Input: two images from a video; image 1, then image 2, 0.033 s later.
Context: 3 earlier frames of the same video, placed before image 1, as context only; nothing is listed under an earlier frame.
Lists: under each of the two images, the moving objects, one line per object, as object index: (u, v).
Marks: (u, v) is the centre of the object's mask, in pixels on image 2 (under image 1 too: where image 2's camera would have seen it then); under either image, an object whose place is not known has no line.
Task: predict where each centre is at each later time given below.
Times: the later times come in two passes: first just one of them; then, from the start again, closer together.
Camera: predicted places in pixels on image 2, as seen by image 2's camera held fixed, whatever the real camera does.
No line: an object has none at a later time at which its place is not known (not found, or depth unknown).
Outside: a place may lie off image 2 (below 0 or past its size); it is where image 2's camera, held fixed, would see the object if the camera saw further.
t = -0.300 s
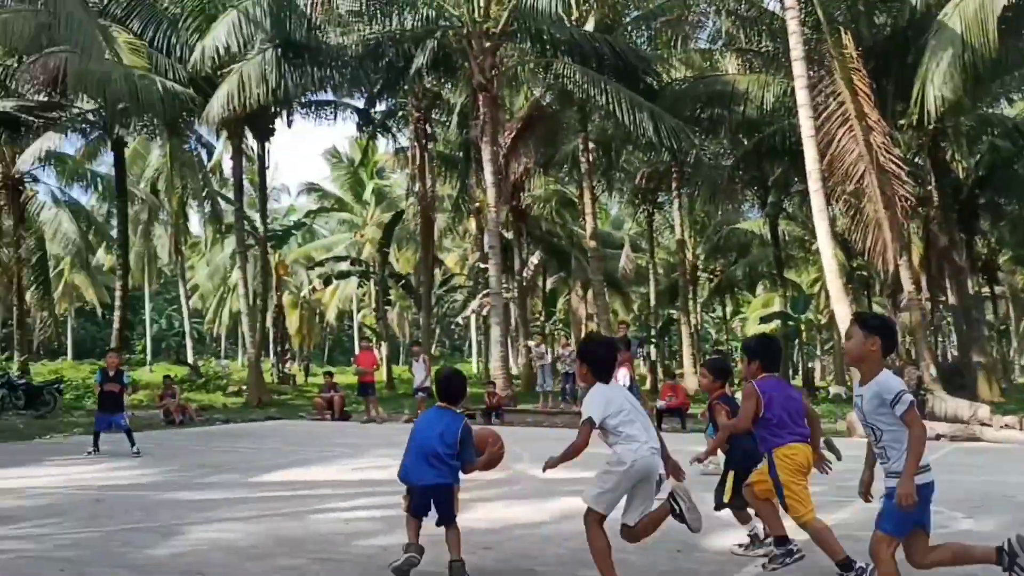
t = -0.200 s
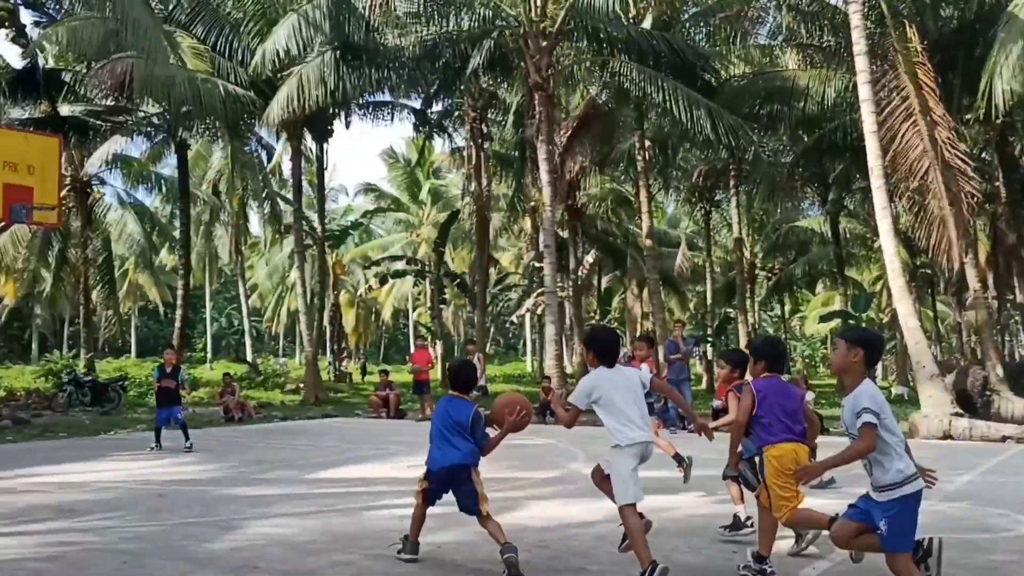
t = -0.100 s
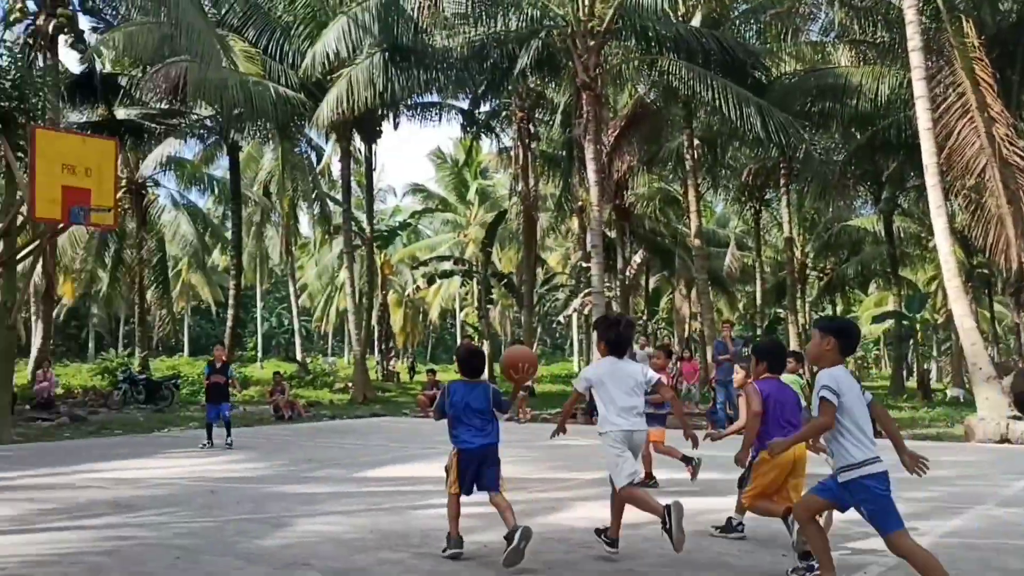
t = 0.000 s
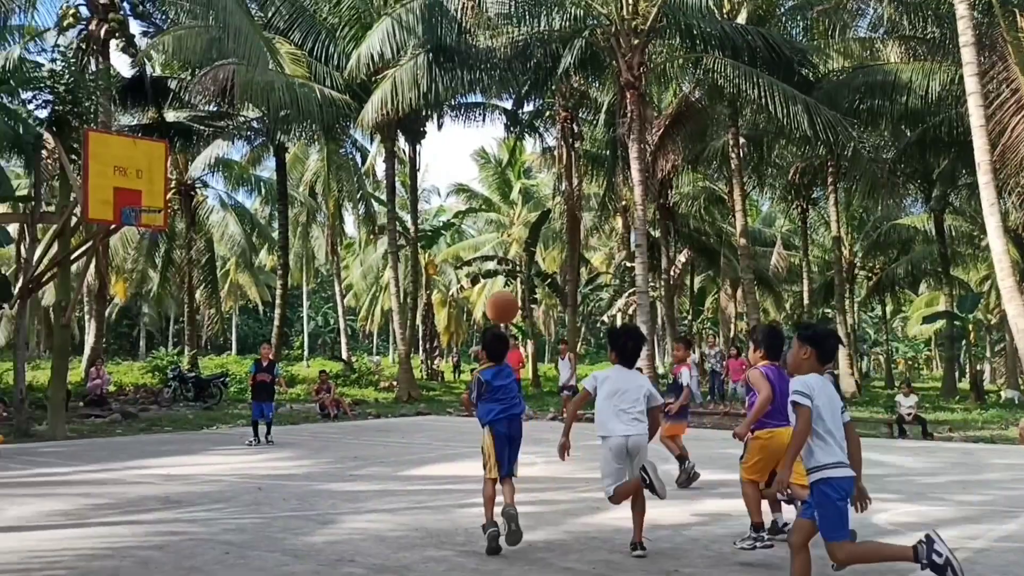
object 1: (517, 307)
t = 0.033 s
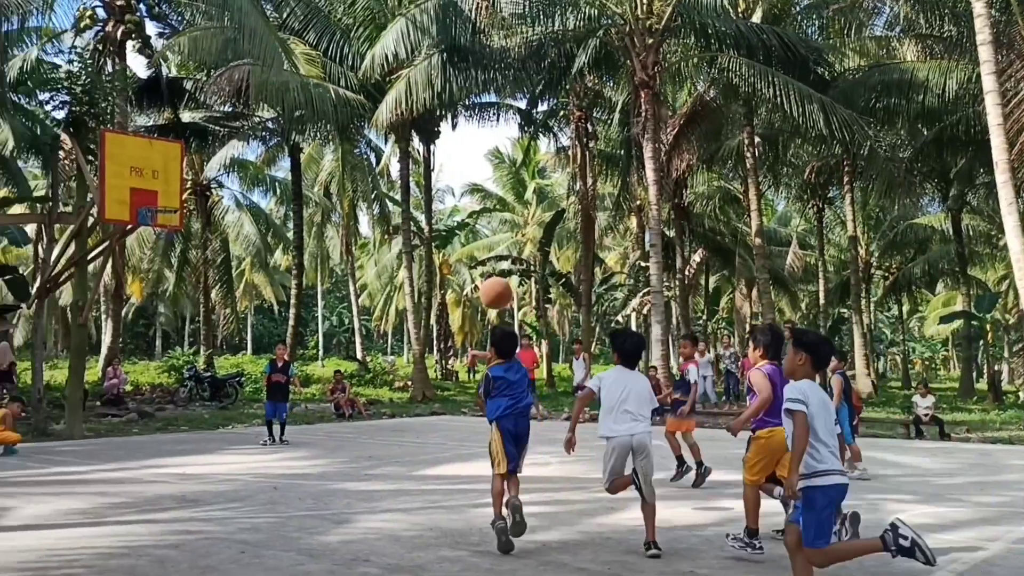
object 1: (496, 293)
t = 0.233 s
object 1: (406, 256)
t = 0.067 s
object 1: (478, 282)
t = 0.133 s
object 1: (445, 267)
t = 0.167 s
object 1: (431, 262)
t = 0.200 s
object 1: (418, 258)
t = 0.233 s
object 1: (406, 256)
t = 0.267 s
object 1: (394, 255)
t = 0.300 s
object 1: (384, 255)
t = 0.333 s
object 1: (374, 256)
